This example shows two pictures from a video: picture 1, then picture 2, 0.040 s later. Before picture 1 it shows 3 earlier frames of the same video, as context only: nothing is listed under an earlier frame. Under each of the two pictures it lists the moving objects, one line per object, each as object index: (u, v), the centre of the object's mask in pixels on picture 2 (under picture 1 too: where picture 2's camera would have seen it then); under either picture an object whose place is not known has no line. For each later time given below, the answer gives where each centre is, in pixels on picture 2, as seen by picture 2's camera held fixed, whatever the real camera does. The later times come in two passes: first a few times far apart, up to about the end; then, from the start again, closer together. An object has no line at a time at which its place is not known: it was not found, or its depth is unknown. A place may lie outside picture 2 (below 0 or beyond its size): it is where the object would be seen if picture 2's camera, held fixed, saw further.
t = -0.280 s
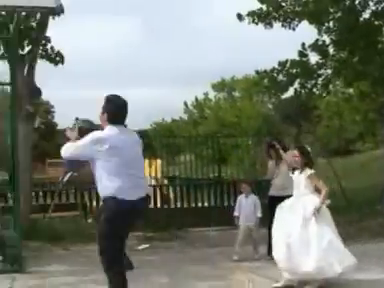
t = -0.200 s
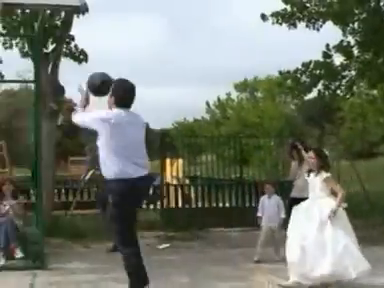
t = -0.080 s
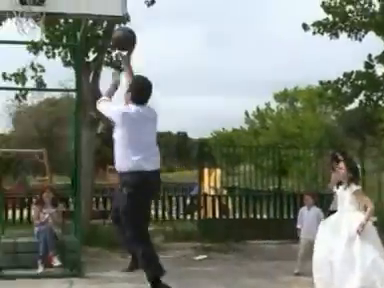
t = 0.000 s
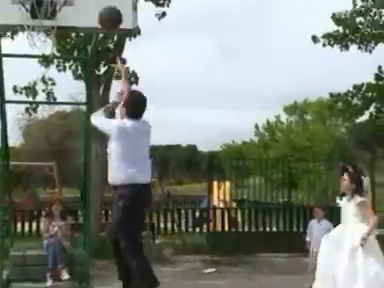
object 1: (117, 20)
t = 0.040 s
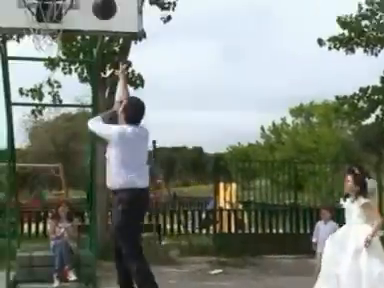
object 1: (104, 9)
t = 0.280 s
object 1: (58, -25)
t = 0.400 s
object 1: (39, -30)
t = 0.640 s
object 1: (26, -27)
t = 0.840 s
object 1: (14, 19)
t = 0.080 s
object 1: (91, 3)
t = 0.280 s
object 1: (58, -25)
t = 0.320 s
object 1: (52, -32)
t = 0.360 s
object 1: (46, -33)
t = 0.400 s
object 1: (39, -30)
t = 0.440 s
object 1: (36, -28)
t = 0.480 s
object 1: (34, -32)
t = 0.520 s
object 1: (32, -33)
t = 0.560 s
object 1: (31, -33)
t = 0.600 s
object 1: (28, -31)
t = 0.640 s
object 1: (26, -27)
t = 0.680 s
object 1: (24, -22)
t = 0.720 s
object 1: (22, -15)
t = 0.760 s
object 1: (19, -6)
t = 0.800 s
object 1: (17, 5)
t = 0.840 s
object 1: (14, 19)
